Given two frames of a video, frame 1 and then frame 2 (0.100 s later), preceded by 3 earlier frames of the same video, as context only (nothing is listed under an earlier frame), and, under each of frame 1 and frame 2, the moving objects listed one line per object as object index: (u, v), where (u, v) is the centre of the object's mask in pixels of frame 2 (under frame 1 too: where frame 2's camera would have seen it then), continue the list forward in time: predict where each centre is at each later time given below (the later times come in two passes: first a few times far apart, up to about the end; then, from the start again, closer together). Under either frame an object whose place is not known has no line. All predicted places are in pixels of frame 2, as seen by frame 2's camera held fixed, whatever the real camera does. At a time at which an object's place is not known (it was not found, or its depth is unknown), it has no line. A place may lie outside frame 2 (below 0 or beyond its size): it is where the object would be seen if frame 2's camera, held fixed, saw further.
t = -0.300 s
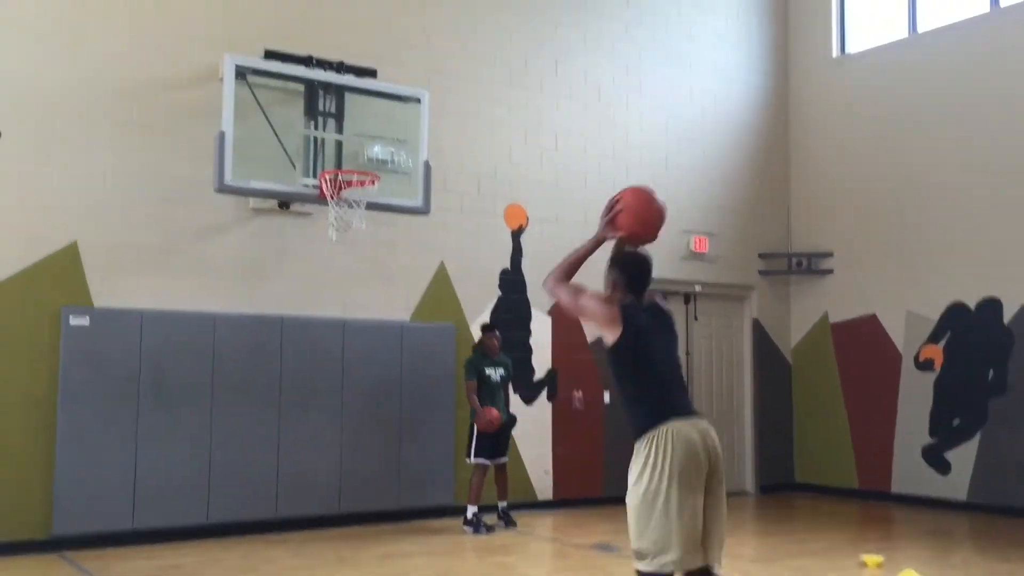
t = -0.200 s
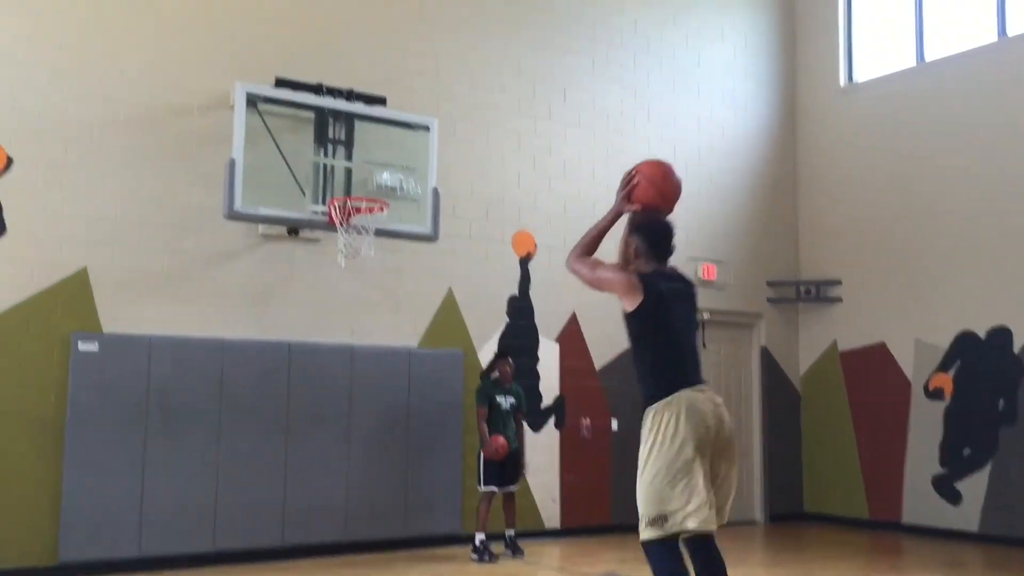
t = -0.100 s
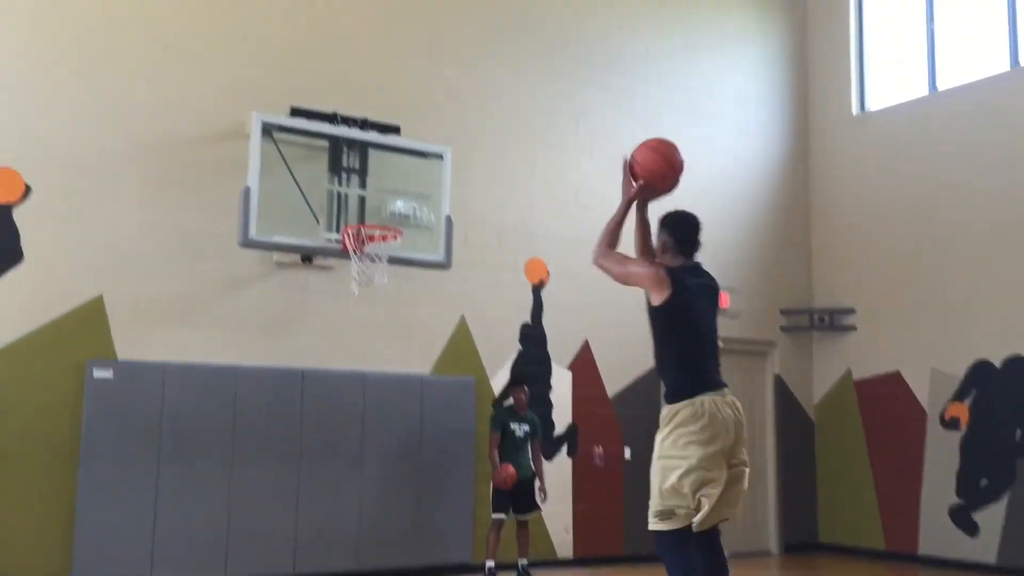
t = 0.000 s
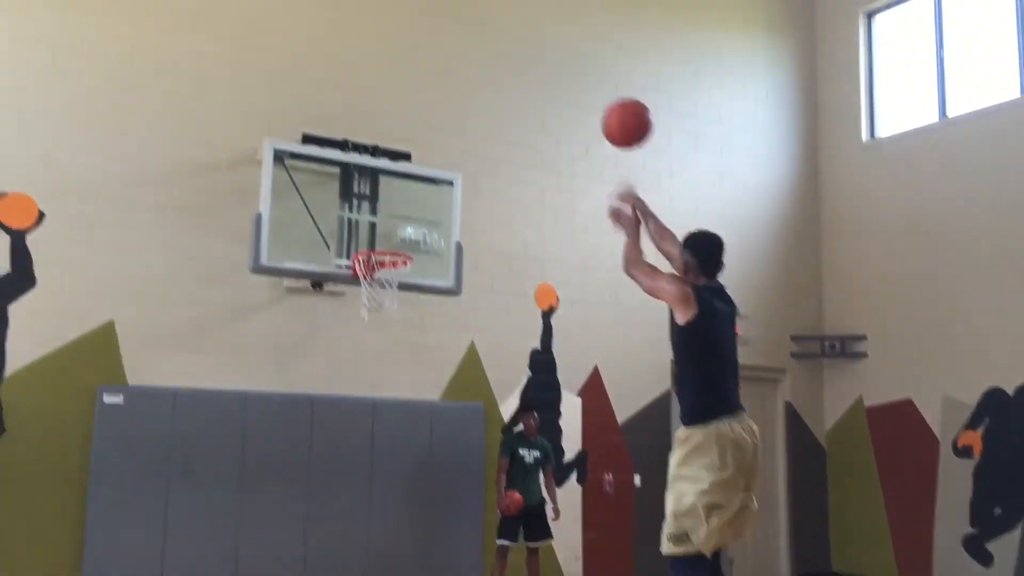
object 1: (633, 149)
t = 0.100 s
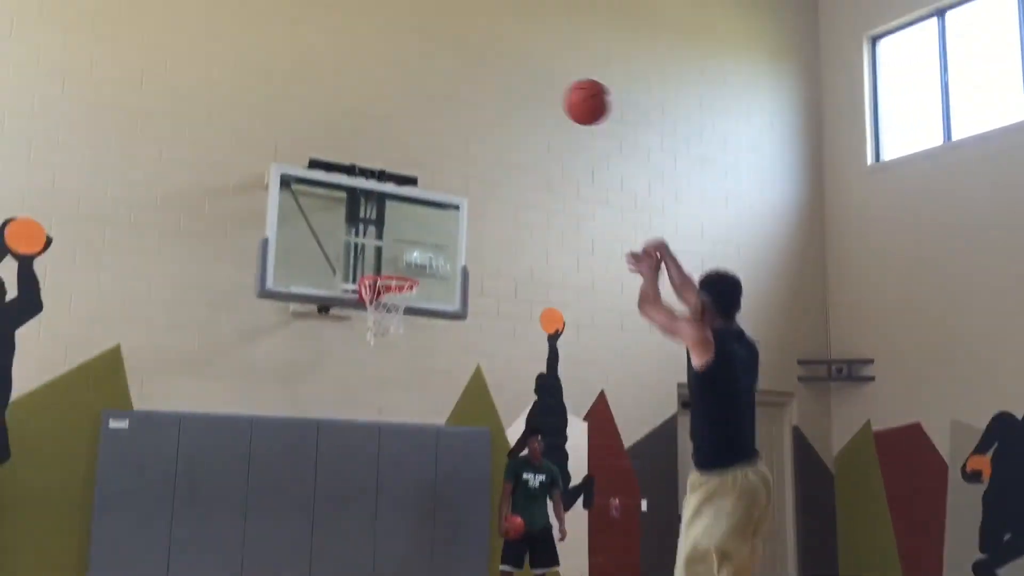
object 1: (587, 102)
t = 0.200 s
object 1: (549, 79)
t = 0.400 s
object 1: (488, 85)
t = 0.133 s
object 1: (573, 92)
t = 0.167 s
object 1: (561, 85)
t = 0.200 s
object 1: (549, 79)
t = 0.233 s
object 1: (537, 76)
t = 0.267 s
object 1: (527, 75)
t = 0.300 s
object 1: (516, 75)
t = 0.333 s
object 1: (507, 77)
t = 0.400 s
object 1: (488, 85)
